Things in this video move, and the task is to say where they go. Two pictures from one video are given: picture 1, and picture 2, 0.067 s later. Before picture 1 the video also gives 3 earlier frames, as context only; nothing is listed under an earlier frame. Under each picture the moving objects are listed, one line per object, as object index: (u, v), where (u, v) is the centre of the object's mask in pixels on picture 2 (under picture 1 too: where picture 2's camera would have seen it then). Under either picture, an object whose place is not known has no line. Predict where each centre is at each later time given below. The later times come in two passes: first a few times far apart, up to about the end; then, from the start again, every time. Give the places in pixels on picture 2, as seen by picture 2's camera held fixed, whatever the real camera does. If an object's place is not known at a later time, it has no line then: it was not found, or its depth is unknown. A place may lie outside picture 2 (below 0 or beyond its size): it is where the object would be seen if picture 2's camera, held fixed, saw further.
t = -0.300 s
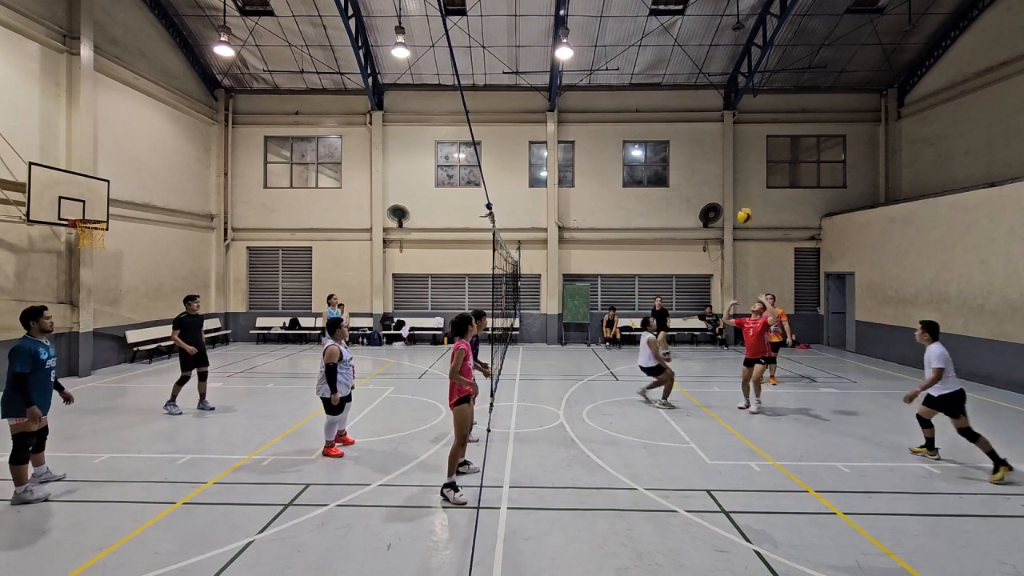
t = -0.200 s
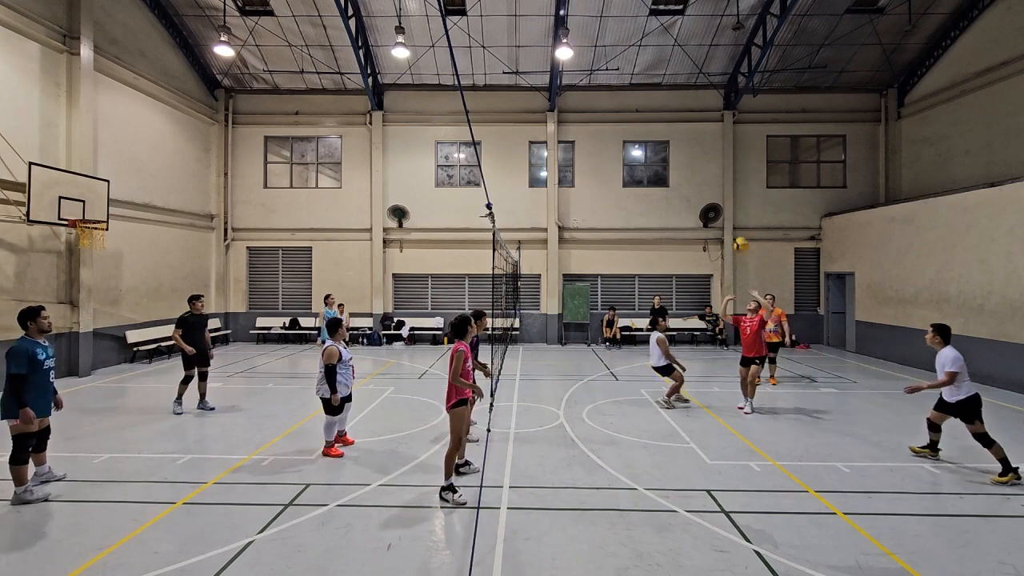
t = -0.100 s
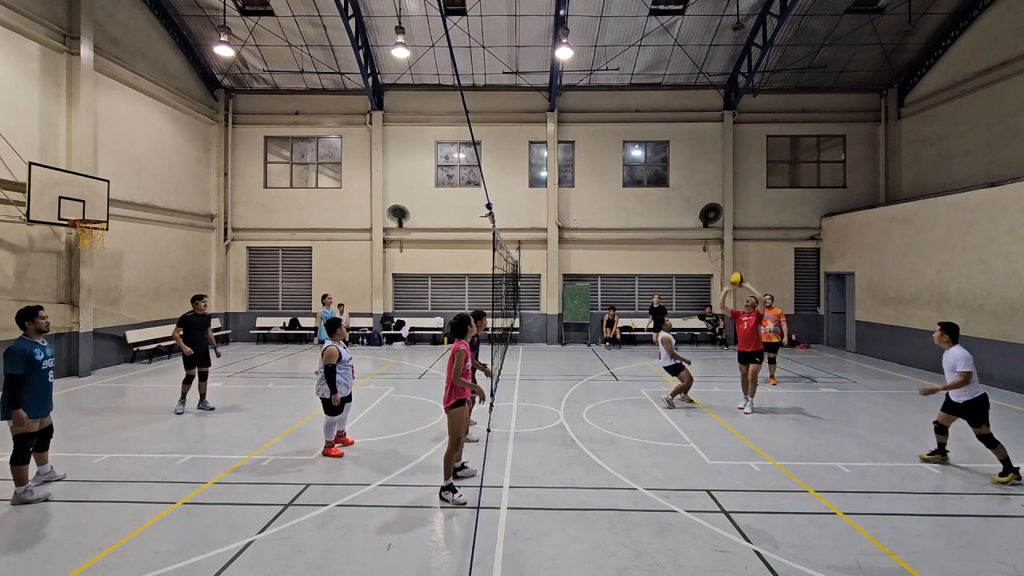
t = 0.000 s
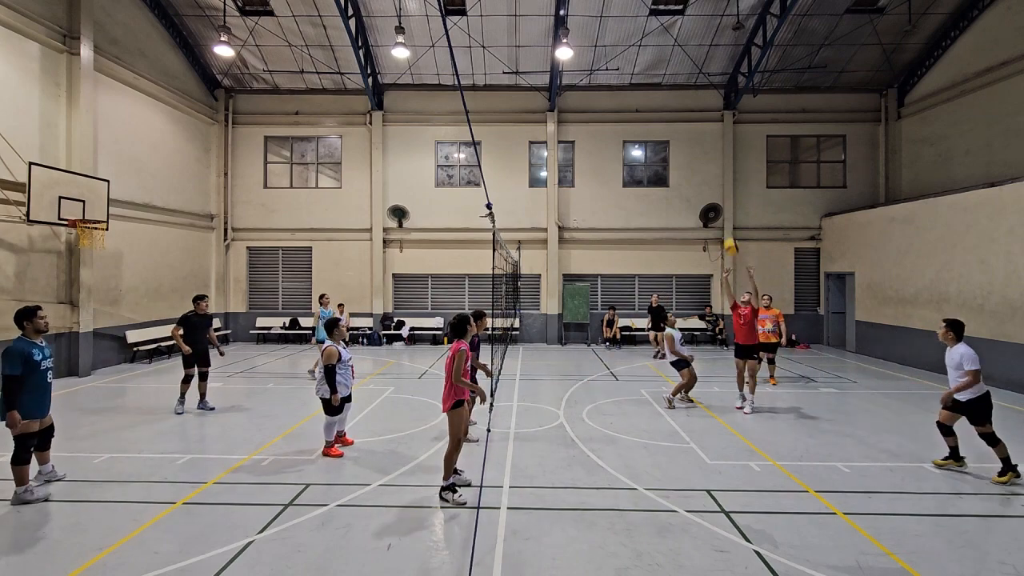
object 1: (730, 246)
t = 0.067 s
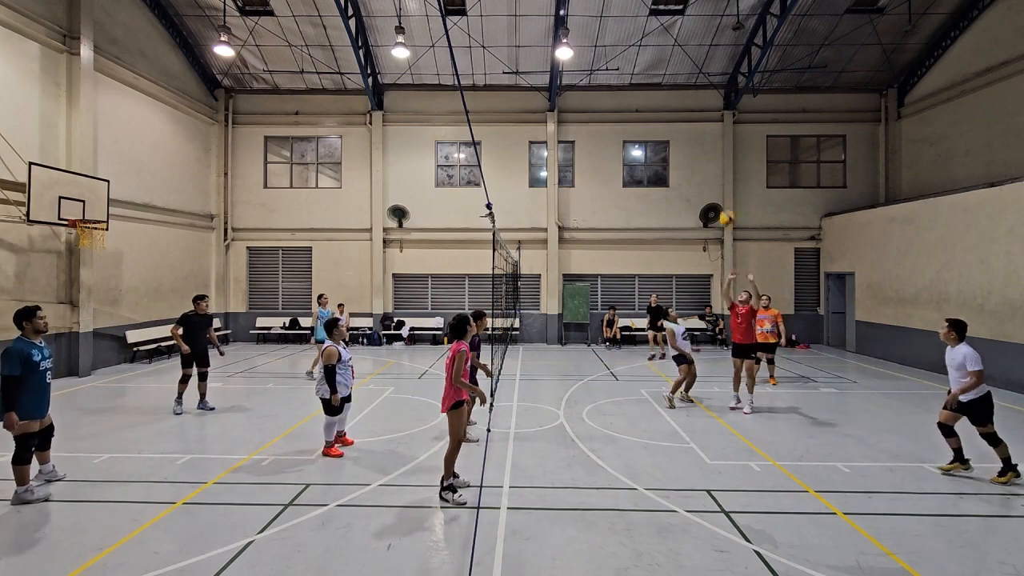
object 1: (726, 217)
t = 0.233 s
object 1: (715, 156)
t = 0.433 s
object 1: (700, 99)
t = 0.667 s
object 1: (676, 62)
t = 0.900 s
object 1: (648, 70)
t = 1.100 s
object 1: (617, 129)
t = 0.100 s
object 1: (724, 205)
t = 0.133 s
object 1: (723, 192)
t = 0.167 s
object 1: (720, 178)
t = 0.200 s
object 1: (717, 167)
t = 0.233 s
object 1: (715, 156)
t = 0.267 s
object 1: (713, 145)
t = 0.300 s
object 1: (710, 134)
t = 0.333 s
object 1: (708, 125)
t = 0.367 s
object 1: (705, 115)
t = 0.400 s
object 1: (702, 106)
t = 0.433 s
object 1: (700, 99)
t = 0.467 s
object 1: (696, 91)
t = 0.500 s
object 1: (693, 85)
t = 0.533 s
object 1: (690, 79)
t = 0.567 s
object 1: (687, 73)
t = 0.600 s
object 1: (683, 69)
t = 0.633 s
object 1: (680, 65)
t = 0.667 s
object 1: (676, 62)
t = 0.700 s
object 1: (672, 60)
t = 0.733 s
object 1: (669, 59)
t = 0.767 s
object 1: (665, 59)
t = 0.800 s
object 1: (661, 60)
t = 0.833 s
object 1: (656, 62)
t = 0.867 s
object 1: (653, 64)
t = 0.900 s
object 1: (648, 70)
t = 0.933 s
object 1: (643, 76)
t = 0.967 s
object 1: (638, 84)
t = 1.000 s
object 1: (633, 93)
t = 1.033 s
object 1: (628, 104)
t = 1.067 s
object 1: (623, 114)
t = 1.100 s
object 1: (617, 129)
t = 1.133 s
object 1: (612, 146)
